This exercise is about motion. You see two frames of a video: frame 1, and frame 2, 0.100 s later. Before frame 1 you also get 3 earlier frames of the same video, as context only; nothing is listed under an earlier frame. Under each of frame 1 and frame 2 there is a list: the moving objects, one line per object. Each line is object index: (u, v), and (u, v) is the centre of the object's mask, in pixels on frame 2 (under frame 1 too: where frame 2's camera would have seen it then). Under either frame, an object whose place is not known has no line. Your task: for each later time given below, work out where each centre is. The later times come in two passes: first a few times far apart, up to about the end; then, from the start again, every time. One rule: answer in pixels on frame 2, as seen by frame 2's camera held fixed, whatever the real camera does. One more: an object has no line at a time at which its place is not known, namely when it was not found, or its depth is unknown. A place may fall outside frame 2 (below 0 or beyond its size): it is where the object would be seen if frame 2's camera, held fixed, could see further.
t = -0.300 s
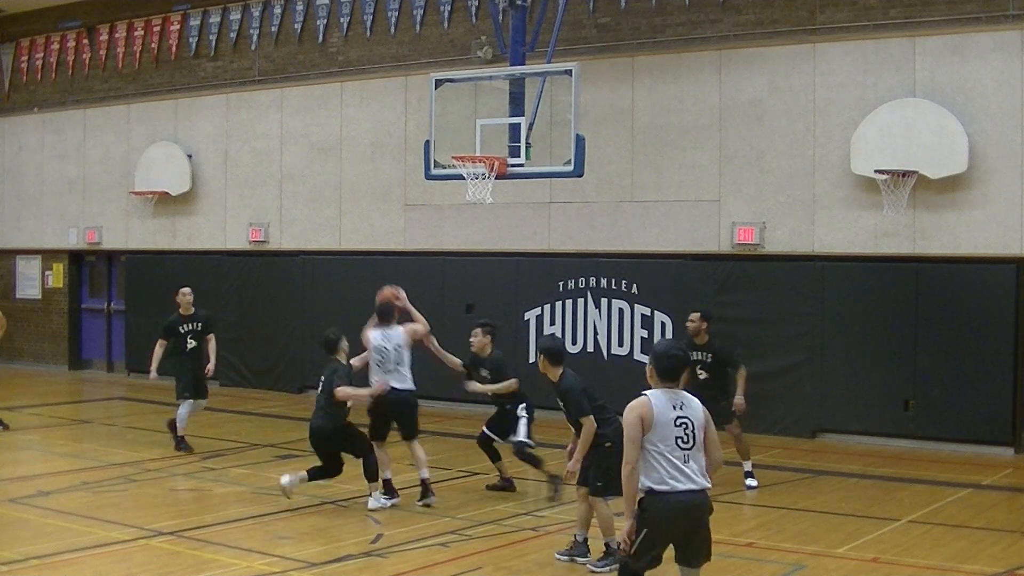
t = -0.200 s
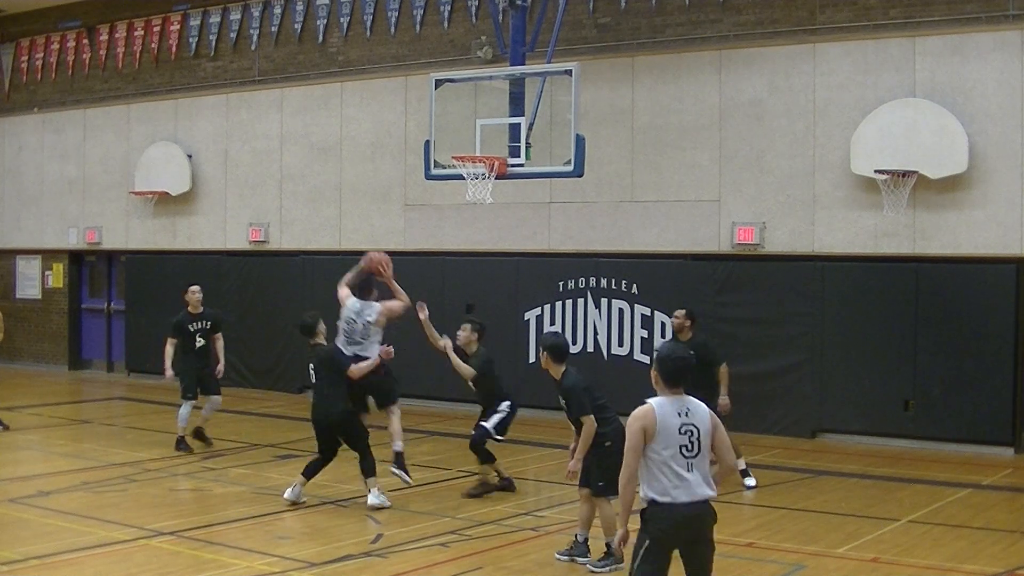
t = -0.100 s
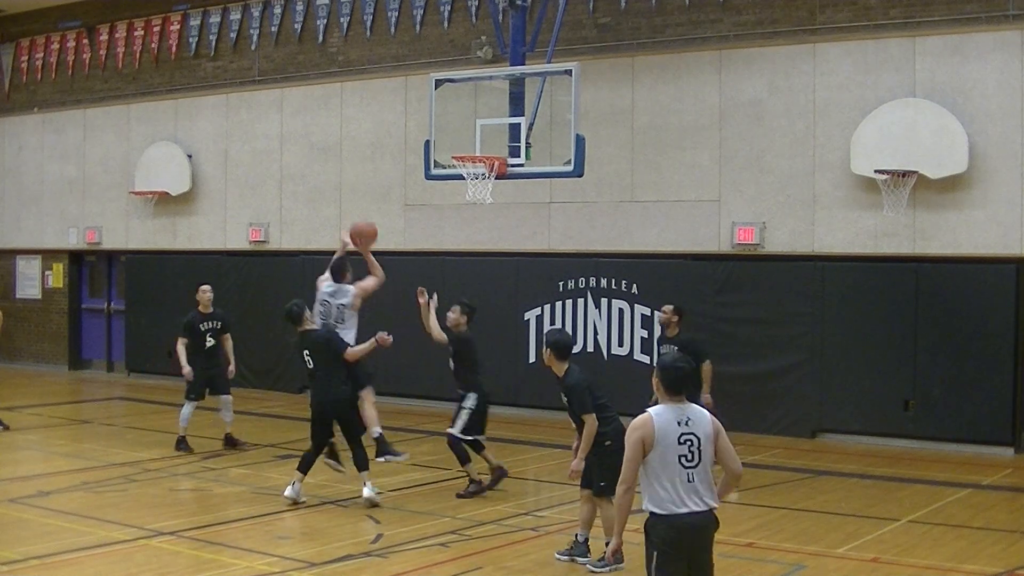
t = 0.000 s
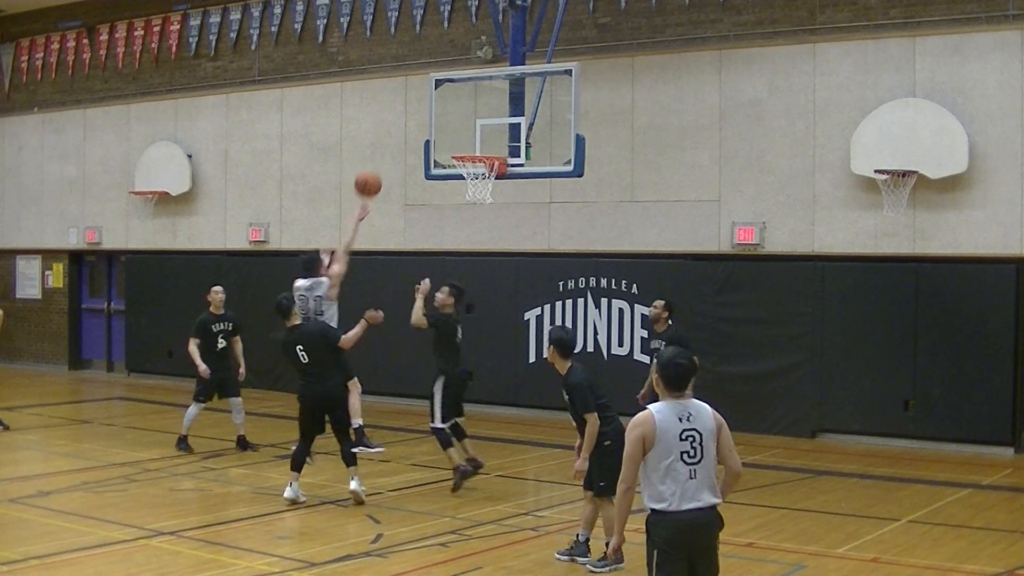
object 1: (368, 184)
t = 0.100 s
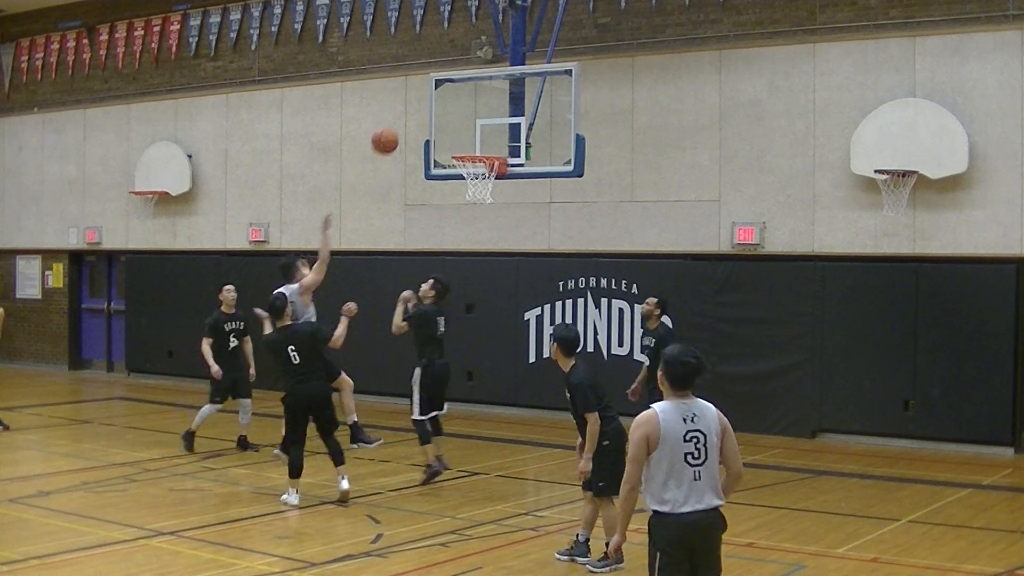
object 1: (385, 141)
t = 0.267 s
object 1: (411, 97)
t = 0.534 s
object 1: (448, 91)
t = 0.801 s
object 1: (479, 145)
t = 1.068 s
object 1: (460, 170)
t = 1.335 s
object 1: (466, 182)
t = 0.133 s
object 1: (390, 130)
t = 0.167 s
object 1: (395, 120)
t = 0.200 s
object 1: (401, 111)
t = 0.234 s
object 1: (406, 103)
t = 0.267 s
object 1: (411, 97)
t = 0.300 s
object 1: (416, 93)
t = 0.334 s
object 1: (420, 89)
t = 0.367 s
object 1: (425, 86)
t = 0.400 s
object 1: (430, 85)
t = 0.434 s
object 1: (434, 84)
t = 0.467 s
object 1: (438, 86)
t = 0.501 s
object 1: (443, 88)
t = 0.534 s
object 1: (448, 91)
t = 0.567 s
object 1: (452, 95)
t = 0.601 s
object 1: (456, 102)
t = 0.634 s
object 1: (461, 107)
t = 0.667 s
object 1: (465, 115)
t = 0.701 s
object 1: (469, 124)
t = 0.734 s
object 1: (473, 133)
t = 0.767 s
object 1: (478, 144)
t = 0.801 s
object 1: (479, 145)
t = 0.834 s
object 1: (480, 146)
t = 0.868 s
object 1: (481, 147)
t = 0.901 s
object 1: (482, 150)
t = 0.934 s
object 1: (483, 151)
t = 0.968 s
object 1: (478, 159)
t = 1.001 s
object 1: (476, 162)
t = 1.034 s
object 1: (472, 164)
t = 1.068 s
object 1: (460, 170)
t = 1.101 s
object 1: (459, 171)
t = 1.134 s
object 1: (456, 173)
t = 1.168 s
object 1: (454, 168)
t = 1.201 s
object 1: (455, 168)
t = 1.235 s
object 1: (454, 168)
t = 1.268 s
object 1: (458, 174)
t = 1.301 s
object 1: (463, 182)
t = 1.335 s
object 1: (466, 182)
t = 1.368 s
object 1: (468, 185)
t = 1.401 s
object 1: (471, 196)
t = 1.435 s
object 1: (475, 201)
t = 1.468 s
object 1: (478, 205)
